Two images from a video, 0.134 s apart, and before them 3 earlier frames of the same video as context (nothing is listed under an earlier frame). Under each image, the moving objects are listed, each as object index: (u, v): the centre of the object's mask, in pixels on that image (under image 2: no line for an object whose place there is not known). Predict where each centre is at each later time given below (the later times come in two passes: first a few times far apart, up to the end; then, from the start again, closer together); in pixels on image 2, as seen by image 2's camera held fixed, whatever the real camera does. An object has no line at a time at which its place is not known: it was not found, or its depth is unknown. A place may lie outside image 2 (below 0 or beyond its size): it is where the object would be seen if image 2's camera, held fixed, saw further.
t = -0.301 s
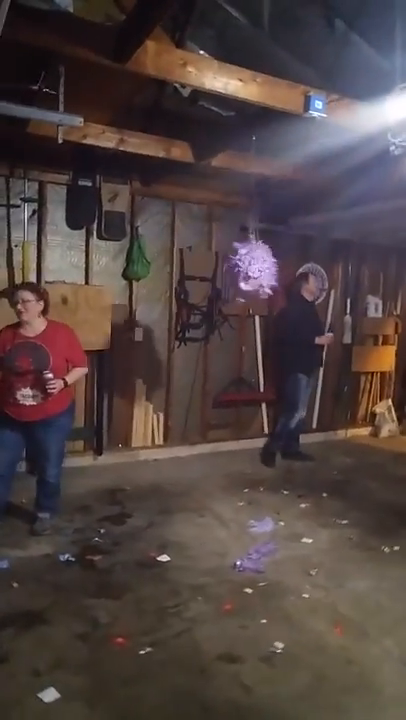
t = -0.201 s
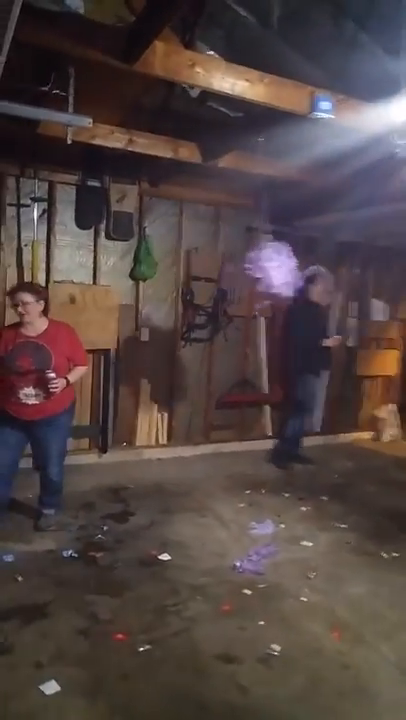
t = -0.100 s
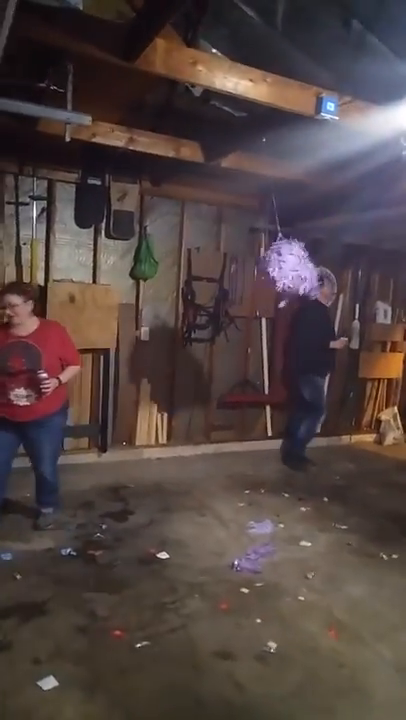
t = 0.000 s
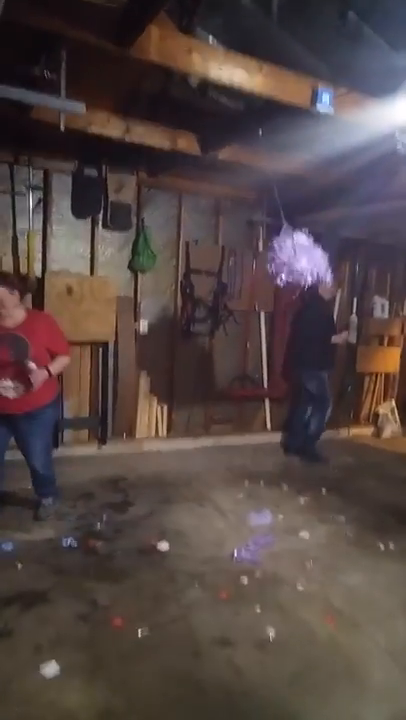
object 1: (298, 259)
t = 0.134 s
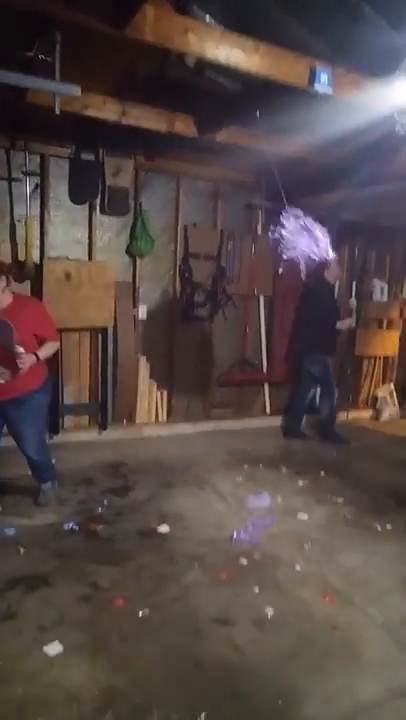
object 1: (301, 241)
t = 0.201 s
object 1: (301, 240)
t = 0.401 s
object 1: (293, 250)
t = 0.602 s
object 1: (255, 252)
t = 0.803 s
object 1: (230, 246)
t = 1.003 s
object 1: (212, 242)
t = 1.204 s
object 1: (213, 244)
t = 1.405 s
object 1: (235, 252)
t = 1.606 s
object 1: (266, 249)
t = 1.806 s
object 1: (297, 243)
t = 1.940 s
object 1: (308, 248)
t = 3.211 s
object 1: (232, 247)
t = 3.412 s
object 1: (266, 250)
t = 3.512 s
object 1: (279, 247)
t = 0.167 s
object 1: (302, 241)
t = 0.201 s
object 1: (301, 240)
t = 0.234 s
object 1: (299, 240)
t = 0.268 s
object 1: (295, 242)
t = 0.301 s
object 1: (296, 244)
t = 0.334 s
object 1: (298, 247)
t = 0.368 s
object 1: (296, 249)
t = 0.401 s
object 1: (293, 250)
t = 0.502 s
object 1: (270, 250)
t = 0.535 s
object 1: (265, 251)
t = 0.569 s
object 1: (259, 252)
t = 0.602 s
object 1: (255, 252)
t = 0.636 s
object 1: (251, 251)
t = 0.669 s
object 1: (247, 251)
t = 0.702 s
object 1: (243, 250)
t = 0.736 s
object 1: (240, 249)
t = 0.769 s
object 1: (235, 247)
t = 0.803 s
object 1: (230, 246)
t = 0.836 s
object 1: (227, 245)
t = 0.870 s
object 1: (223, 244)
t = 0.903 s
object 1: (219, 243)
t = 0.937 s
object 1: (218, 243)
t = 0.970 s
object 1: (216, 241)
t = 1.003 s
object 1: (212, 242)
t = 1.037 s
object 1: (213, 242)
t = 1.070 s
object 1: (211, 242)
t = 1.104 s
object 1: (210, 241)
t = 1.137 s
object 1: (211, 242)
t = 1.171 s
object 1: (212, 243)
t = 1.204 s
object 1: (213, 244)
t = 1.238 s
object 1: (214, 245)
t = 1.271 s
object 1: (220, 246)
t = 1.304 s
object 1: (225, 247)
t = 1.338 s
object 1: (228, 248)
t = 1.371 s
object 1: (231, 250)
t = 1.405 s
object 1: (235, 252)
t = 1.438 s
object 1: (240, 252)
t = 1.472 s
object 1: (246, 251)
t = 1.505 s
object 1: (250, 250)
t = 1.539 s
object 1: (253, 250)
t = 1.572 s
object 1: (258, 250)
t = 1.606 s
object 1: (266, 249)
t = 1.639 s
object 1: (272, 248)
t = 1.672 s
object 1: (277, 248)
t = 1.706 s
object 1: (284, 247)
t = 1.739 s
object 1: (288, 247)
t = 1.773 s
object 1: (293, 245)
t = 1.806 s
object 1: (297, 243)
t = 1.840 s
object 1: (300, 243)
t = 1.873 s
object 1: (303, 242)
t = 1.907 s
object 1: (305, 243)
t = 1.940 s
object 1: (308, 248)
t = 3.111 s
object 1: (221, 243)
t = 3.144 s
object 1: (223, 245)
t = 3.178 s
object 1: (227, 246)
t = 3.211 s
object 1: (232, 247)
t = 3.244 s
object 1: (238, 247)
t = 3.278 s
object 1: (241, 248)
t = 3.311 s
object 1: (246, 249)
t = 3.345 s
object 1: (252, 249)
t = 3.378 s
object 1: (261, 249)
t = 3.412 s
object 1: (266, 250)
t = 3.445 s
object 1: (272, 248)
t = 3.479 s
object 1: (276, 248)
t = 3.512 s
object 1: (279, 247)
